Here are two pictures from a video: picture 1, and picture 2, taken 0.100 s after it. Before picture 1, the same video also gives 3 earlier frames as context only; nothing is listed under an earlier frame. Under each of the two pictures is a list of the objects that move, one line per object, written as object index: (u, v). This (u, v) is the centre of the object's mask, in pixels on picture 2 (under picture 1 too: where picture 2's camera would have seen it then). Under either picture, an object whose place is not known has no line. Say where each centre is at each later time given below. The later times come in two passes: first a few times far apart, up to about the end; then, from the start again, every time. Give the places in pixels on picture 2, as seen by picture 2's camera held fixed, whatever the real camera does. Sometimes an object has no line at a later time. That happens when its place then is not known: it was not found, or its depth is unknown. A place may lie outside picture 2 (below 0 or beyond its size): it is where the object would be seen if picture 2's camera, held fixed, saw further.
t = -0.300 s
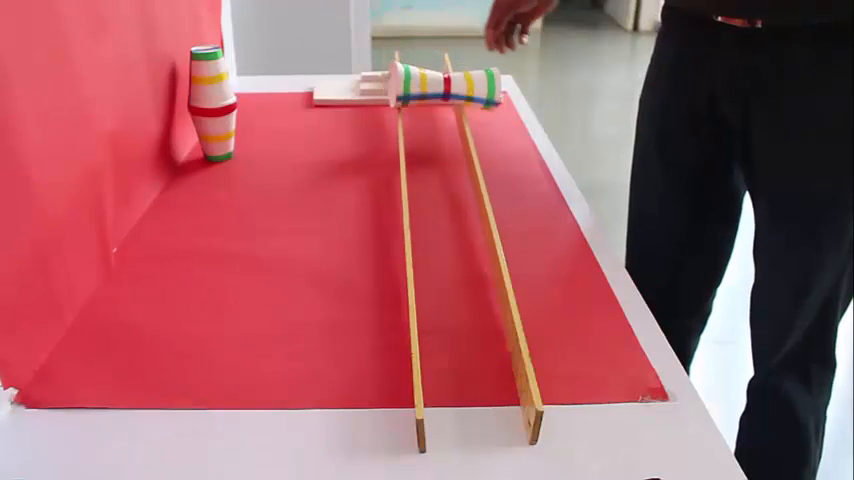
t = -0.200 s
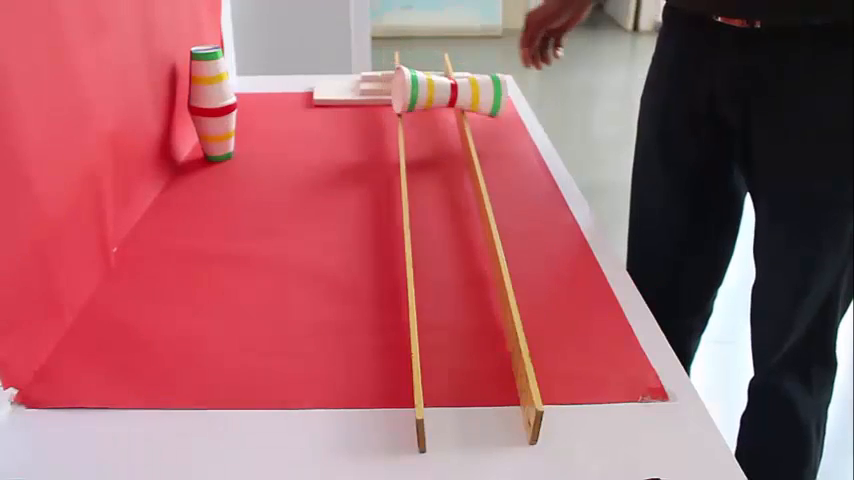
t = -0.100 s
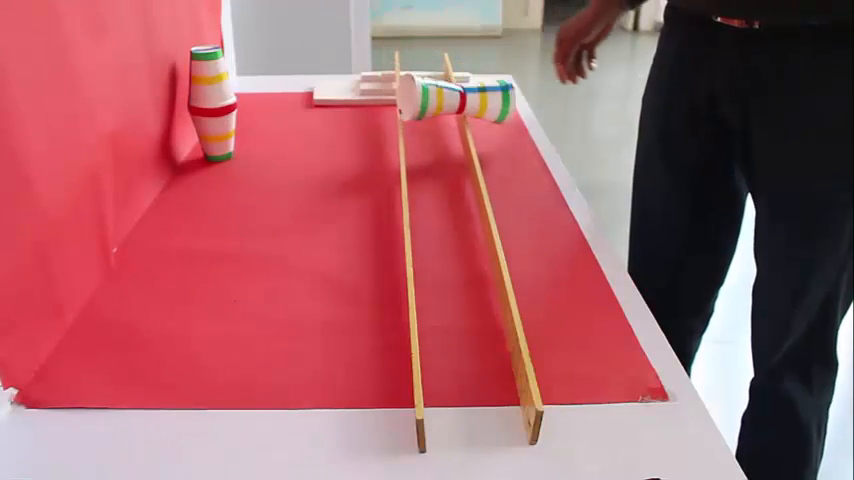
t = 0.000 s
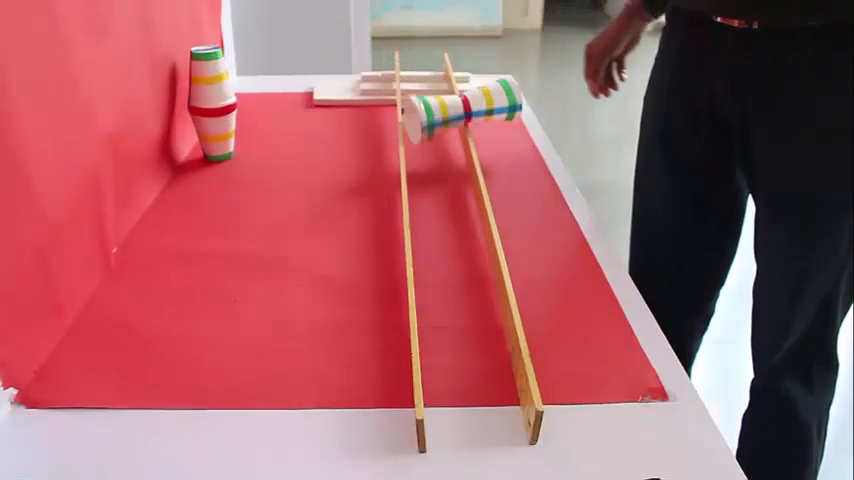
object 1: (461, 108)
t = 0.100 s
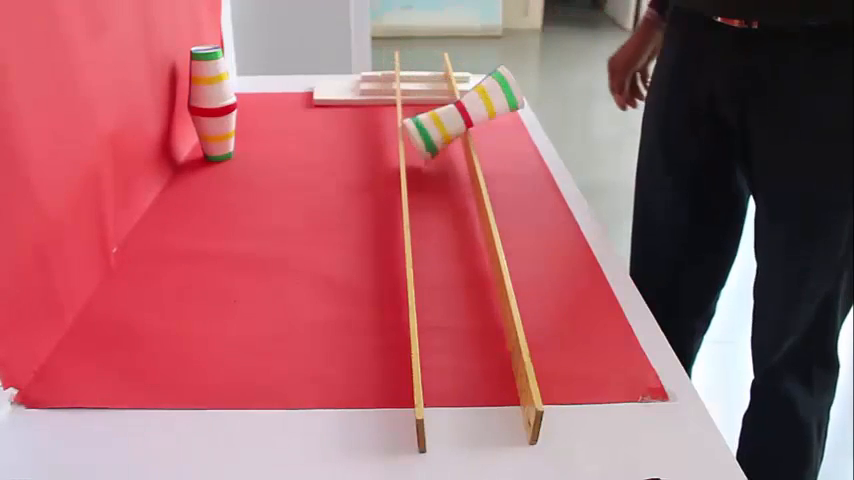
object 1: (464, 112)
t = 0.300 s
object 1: (467, 123)
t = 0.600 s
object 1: (464, 129)
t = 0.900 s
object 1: (454, 134)
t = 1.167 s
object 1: (443, 145)
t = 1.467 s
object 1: (440, 158)
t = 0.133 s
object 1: (463, 114)
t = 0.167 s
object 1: (462, 115)
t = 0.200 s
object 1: (464, 117)
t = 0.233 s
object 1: (465, 120)
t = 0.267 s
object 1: (466, 121)
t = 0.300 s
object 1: (467, 123)
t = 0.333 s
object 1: (467, 124)
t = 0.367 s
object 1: (466, 125)
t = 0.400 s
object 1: (465, 125)
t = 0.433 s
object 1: (464, 126)
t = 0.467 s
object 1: (464, 127)
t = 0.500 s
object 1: (464, 127)
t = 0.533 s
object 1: (464, 128)
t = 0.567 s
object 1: (464, 128)
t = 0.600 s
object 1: (464, 129)
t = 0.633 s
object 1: (465, 129)
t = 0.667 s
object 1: (464, 128)
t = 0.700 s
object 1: (462, 126)
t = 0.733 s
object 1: (459, 126)
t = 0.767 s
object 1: (459, 129)
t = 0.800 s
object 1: (458, 130)
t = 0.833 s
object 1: (456, 132)
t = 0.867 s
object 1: (456, 132)
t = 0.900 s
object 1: (454, 134)
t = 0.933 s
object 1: (453, 135)
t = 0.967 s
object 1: (453, 136)
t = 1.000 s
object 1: (451, 137)
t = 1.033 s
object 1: (450, 138)
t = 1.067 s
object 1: (449, 139)
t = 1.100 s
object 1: (447, 141)
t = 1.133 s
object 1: (445, 143)
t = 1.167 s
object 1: (443, 145)
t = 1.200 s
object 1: (439, 153)
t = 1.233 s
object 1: (437, 158)
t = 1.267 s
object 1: (437, 156)
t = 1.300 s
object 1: (436, 158)
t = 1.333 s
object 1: (436, 158)
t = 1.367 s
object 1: (436, 158)
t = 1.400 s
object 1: (437, 158)
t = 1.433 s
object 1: (439, 158)
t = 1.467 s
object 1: (440, 158)
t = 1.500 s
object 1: (441, 159)
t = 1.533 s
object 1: (442, 158)
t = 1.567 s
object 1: (442, 158)
